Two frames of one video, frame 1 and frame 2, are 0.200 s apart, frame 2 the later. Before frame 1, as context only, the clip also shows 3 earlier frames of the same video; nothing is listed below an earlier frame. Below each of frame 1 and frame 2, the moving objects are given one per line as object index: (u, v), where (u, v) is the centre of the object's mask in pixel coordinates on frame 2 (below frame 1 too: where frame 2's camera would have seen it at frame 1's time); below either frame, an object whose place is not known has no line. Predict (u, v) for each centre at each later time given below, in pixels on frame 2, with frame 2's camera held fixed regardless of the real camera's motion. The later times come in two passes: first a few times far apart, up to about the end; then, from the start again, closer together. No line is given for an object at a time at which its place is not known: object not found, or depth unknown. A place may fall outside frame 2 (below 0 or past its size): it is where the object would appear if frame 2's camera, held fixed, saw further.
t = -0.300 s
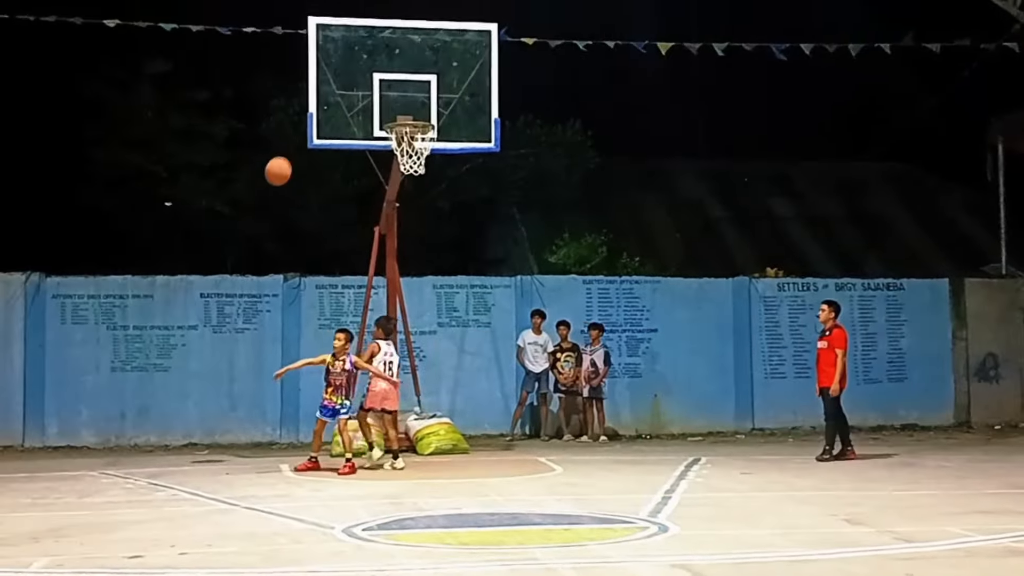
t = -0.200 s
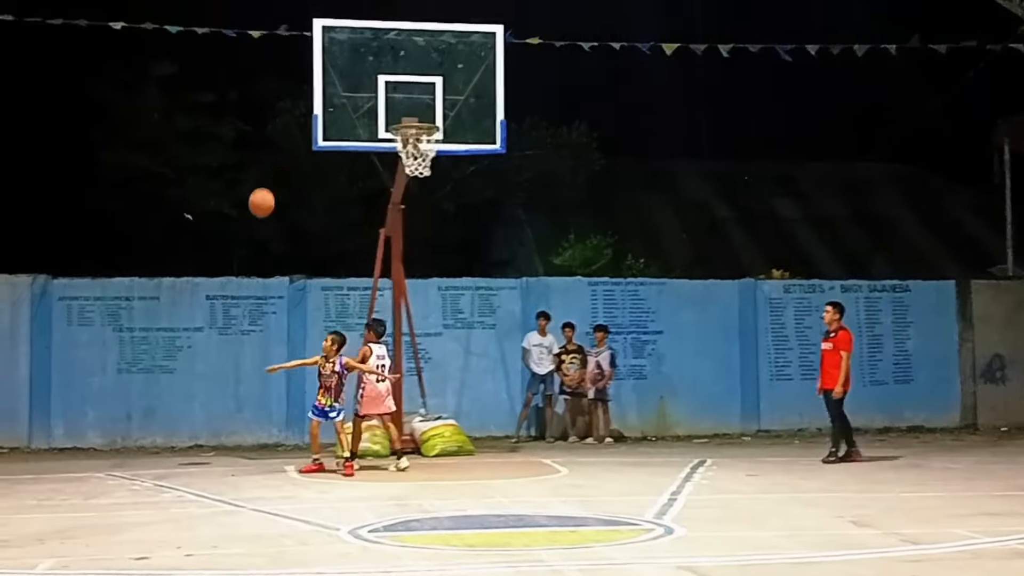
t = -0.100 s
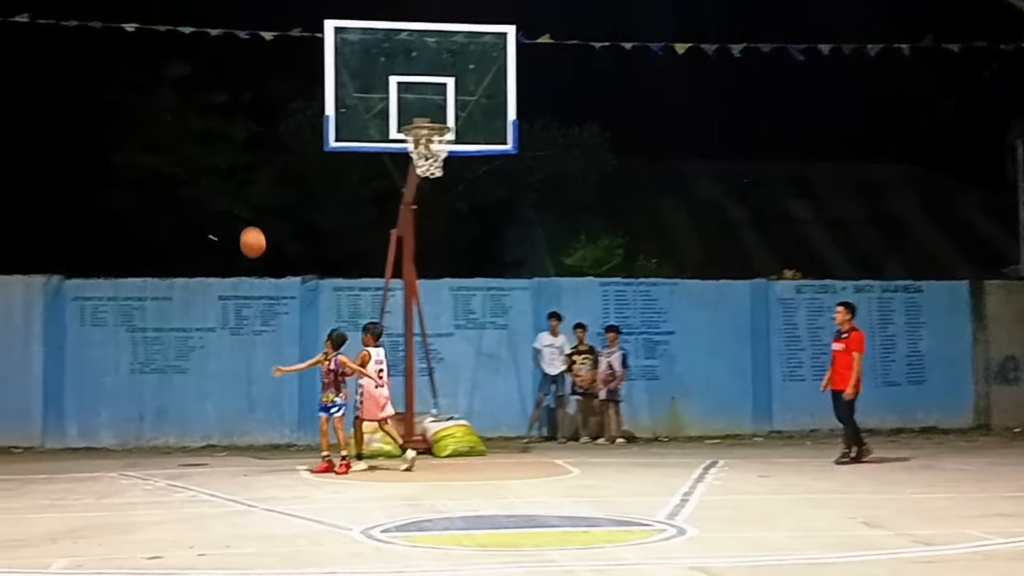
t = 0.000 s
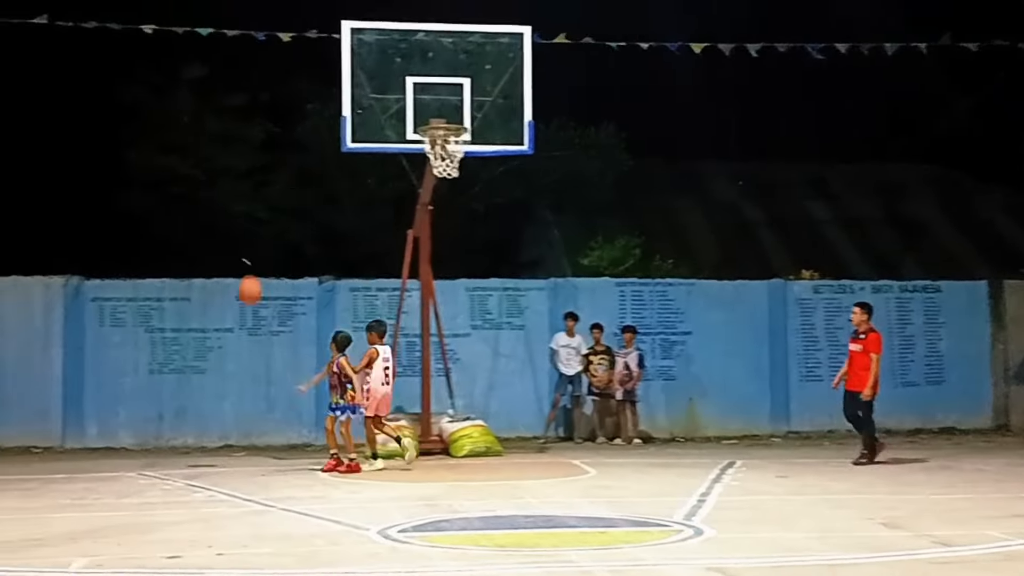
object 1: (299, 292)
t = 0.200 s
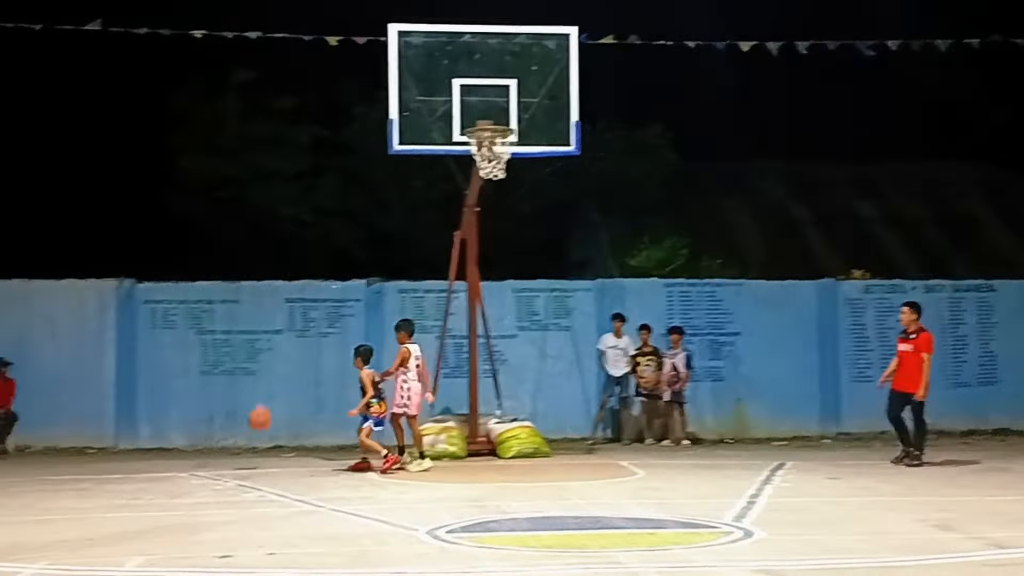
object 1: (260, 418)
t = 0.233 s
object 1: (254, 443)
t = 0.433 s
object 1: (245, 367)
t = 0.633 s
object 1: (239, 300)
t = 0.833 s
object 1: (232, 273)
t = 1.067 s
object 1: (226, 287)
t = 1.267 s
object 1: (220, 339)
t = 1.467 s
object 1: (214, 428)
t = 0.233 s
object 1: (254, 443)
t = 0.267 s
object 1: (249, 455)
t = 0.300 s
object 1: (249, 435)
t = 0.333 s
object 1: (248, 416)
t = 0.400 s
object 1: (246, 382)
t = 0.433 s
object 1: (245, 367)
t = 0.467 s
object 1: (244, 353)
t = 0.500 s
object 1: (242, 341)
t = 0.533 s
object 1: (241, 328)
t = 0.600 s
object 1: (239, 309)
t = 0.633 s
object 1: (239, 300)
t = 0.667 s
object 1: (237, 292)
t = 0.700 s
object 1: (236, 286)
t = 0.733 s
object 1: (235, 281)
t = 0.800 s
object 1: (233, 275)
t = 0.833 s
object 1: (232, 273)
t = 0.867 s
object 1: (231, 272)
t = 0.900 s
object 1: (230, 272)
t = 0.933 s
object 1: (229, 273)
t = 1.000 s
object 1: (227, 278)
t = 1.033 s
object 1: (226, 282)
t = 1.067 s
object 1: (226, 287)
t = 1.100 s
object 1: (225, 293)
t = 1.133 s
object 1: (225, 301)
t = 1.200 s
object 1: (222, 318)
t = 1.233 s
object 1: (221, 328)
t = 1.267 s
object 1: (220, 339)
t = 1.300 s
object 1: (219, 351)
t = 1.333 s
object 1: (218, 364)
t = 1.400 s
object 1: (216, 394)
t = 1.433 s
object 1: (215, 410)
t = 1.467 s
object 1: (214, 428)
